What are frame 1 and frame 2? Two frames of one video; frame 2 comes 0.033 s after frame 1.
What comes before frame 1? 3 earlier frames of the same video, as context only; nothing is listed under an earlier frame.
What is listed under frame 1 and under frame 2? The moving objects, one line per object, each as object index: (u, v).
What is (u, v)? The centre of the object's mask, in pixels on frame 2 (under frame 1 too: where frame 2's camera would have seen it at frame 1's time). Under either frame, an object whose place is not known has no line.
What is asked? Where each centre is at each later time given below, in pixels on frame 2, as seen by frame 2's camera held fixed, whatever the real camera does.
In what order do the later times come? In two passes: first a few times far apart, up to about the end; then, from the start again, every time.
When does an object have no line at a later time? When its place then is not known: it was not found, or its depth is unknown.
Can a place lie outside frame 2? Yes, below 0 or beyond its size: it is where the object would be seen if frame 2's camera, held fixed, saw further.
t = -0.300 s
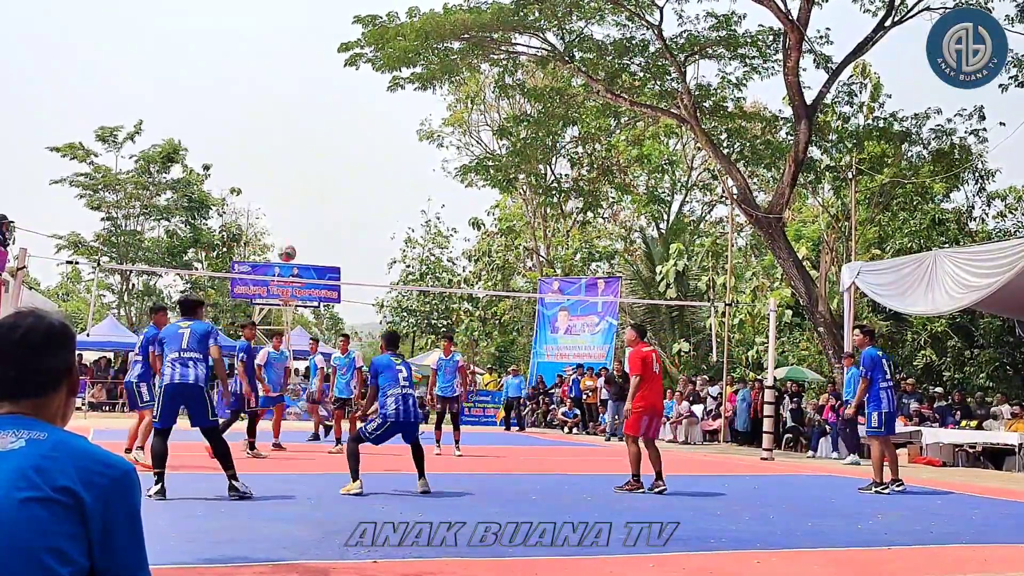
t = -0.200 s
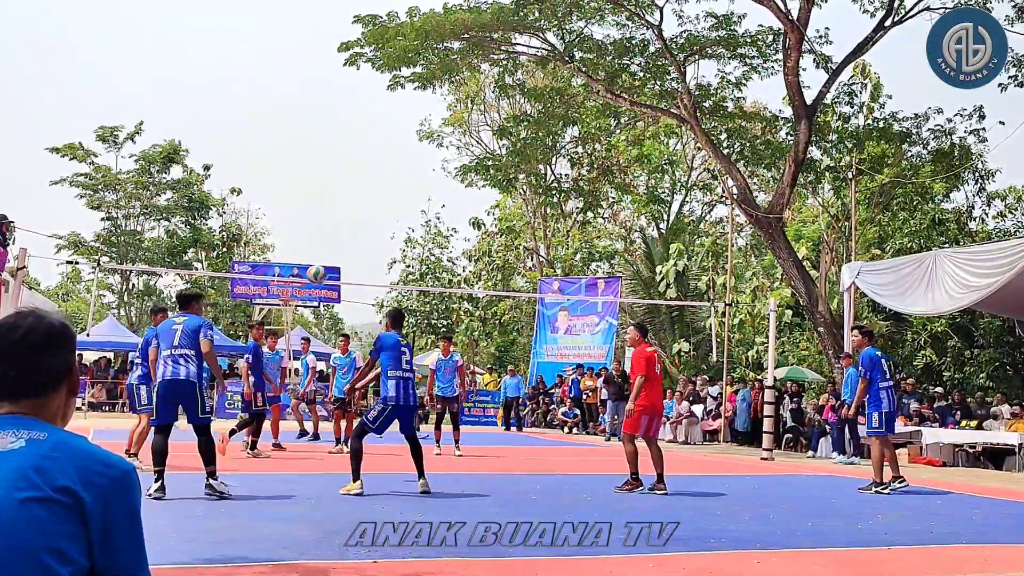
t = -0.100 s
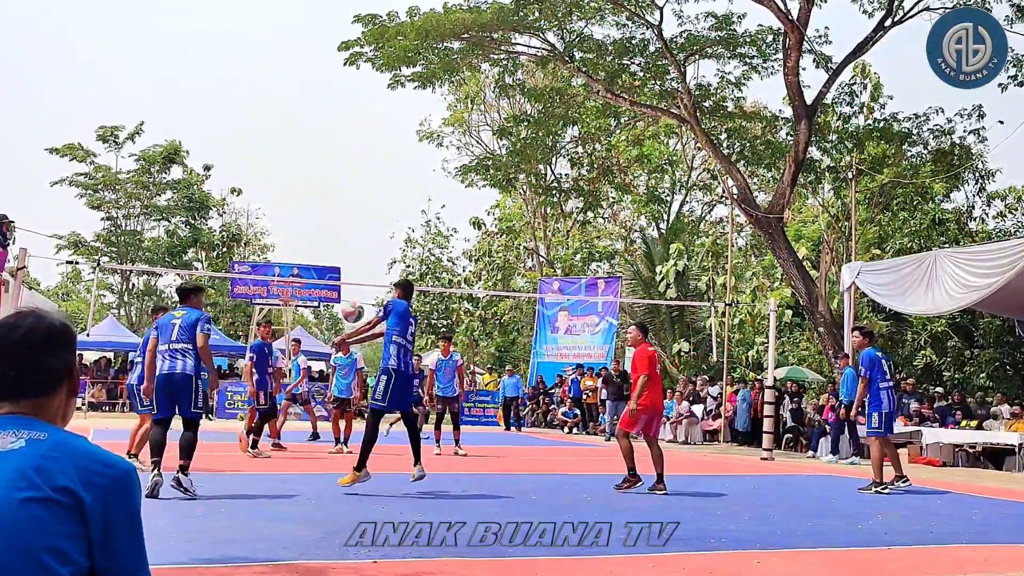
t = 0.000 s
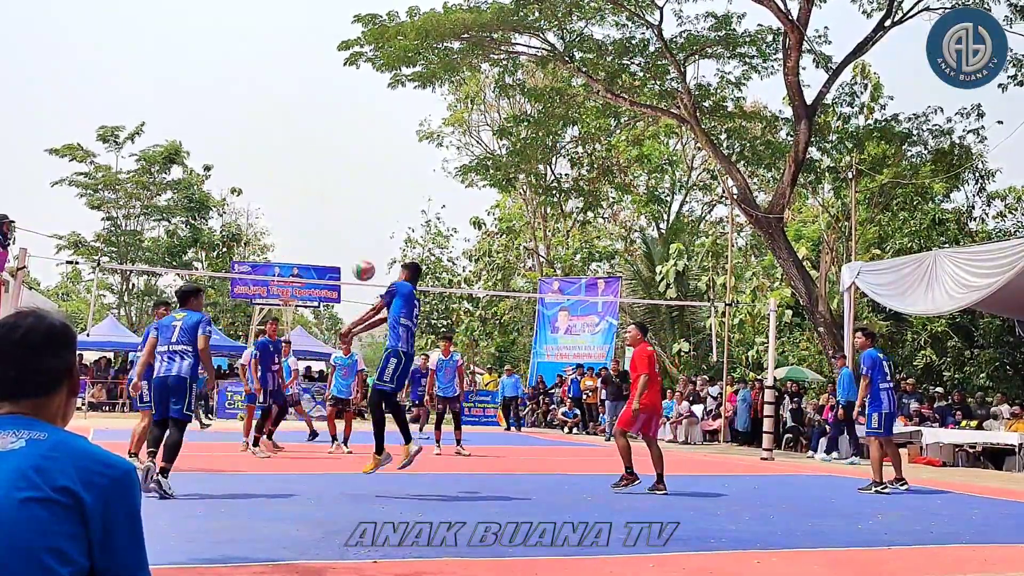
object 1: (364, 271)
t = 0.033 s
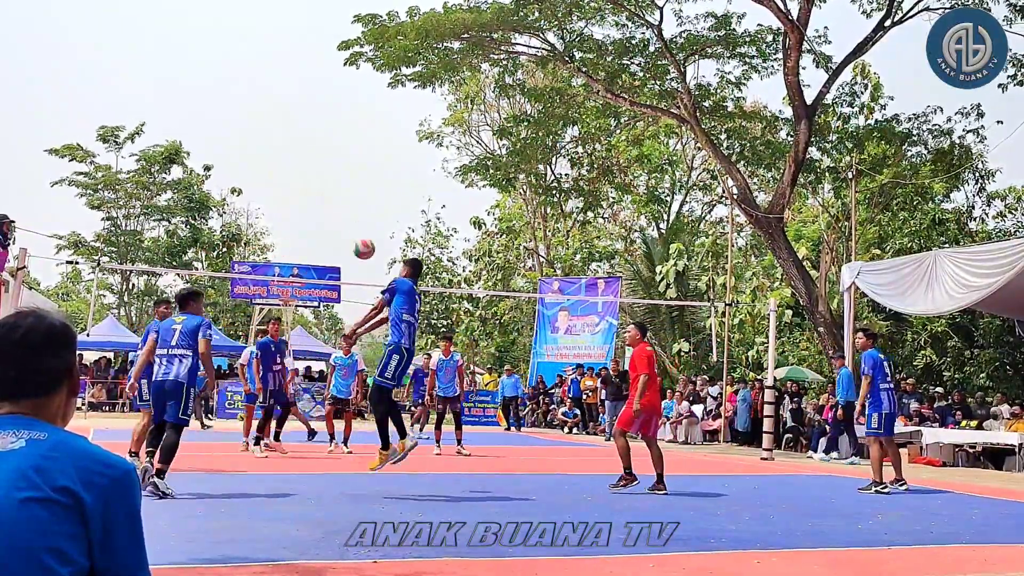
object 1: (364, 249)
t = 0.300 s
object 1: (365, 129)
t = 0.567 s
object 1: (364, 90)
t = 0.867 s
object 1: (360, 120)
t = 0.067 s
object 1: (364, 229)
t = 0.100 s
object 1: (364, 211)
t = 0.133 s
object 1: (364, 193)
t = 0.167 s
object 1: (364, 178)
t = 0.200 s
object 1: (365, 164)
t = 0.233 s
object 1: (364, 151)
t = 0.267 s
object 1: (365, 140)
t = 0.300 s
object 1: (365, 129)
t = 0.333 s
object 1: (365, 121)
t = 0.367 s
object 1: (365, 113)
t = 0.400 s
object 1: (365, 106)
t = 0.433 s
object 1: (365, 101)
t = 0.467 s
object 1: (364, 96)
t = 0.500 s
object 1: (364, 93)
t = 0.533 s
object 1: (364, 91)
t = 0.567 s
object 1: (364, 90)
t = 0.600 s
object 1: (363, 89)
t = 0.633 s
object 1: (363, 90)
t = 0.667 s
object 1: (363, 91)
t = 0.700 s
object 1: (362, 94)
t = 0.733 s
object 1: (362, 97)
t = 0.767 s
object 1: (361, 102)
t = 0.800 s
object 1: (361, 107)
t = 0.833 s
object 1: (361, 113)
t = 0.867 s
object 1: (360, 120)
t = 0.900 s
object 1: (359, 127)
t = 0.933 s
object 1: (359, 136)
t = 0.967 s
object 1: (358, 145)
